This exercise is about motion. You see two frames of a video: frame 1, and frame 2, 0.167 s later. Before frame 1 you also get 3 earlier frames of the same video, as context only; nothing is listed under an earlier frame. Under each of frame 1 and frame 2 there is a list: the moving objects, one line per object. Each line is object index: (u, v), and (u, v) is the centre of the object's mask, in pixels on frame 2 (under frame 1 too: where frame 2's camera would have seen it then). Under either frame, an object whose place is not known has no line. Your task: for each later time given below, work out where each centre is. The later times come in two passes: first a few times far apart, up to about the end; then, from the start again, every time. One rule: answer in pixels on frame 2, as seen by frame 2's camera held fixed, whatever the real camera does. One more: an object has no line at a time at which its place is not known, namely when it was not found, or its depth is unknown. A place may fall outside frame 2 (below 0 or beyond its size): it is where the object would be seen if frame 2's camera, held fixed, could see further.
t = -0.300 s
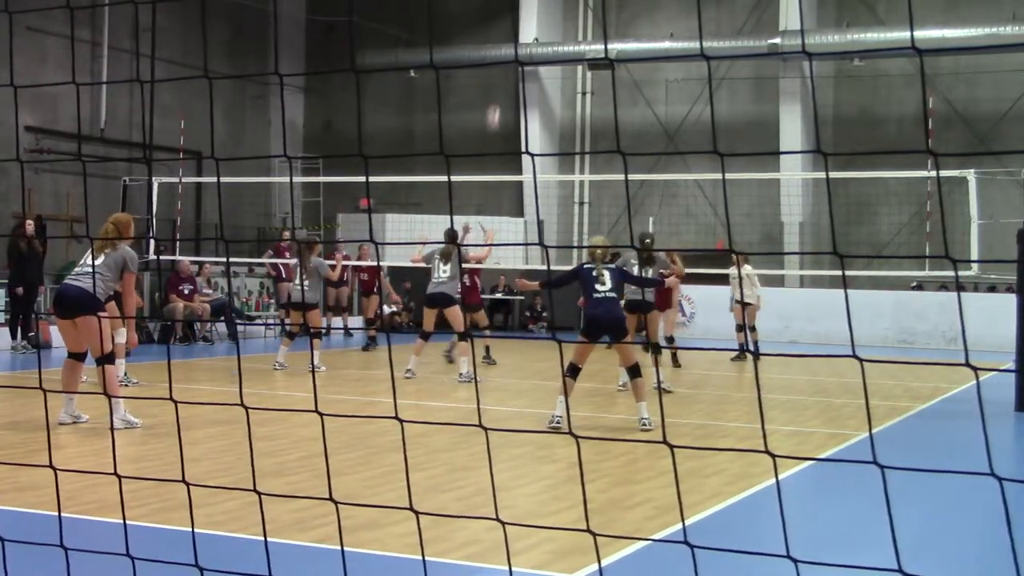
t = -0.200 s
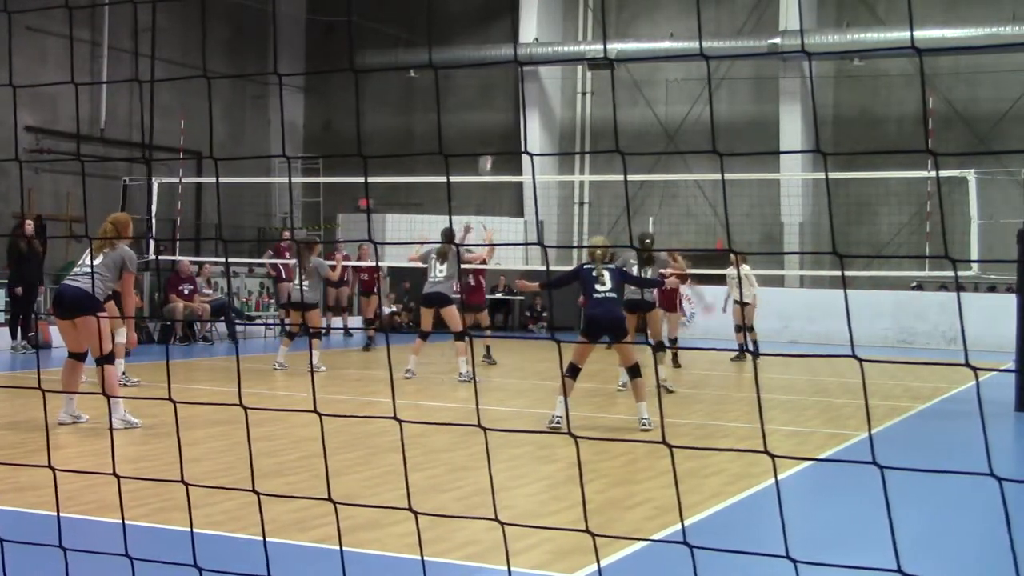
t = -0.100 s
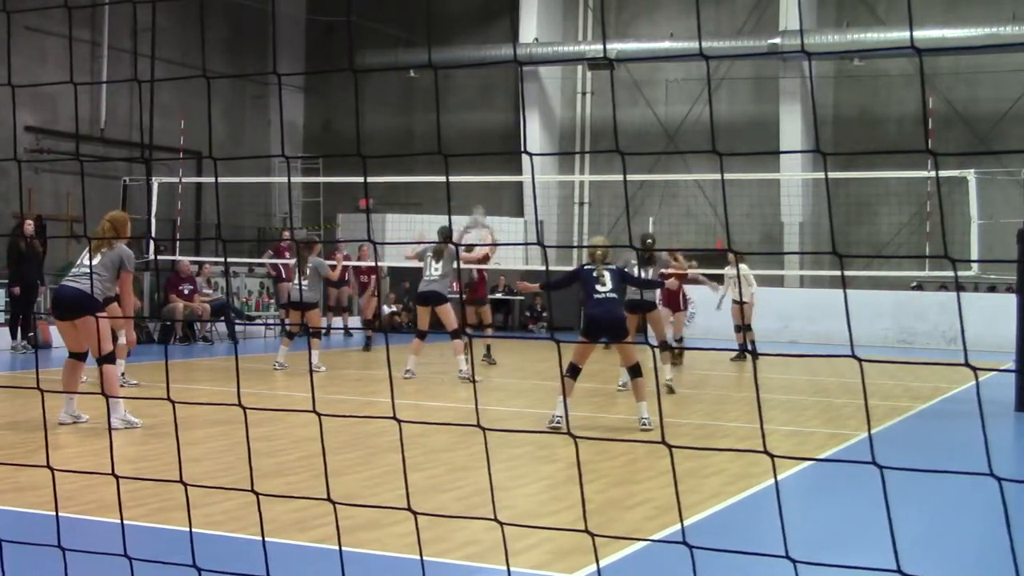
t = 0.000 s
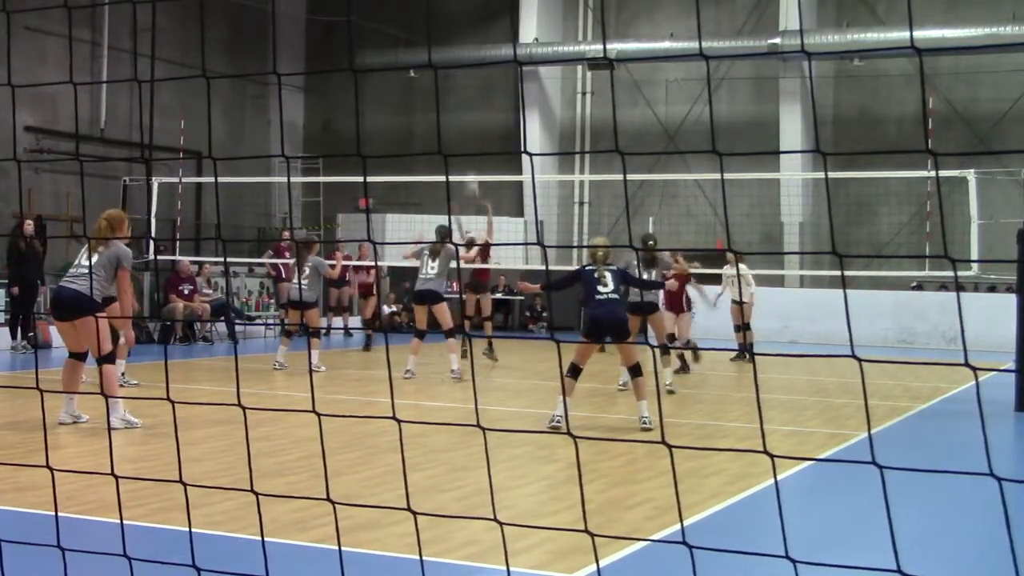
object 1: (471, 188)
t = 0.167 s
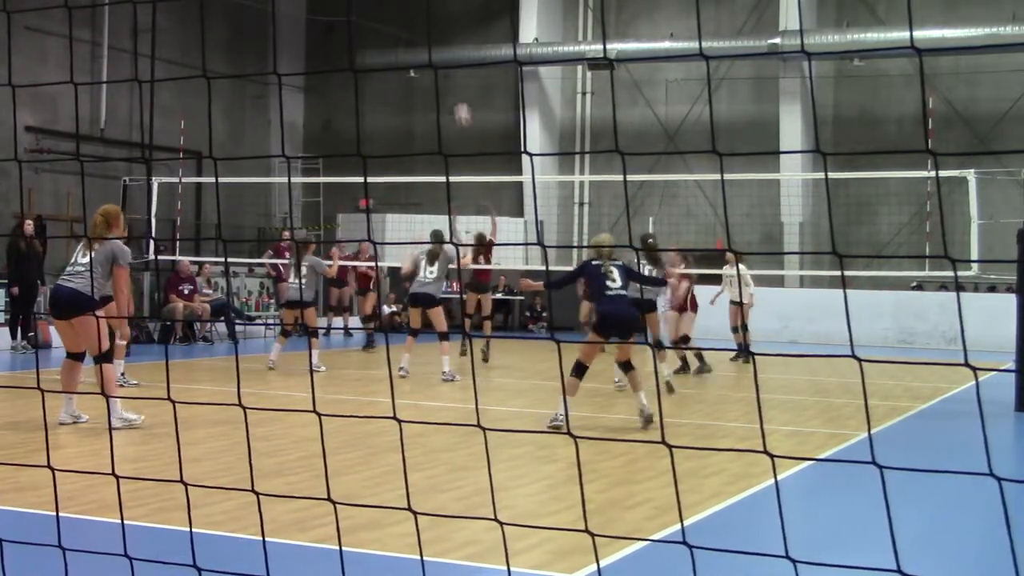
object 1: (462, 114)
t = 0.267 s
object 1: (457, 83)
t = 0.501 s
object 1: (443, 38)
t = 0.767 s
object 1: (425, 37)
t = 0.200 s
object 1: (460, 102)
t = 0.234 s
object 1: (458, 92)
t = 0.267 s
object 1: (457, 83)
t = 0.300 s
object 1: (454, 74)
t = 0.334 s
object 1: (452, 64)
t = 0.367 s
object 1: (450, 57)
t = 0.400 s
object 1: (448, 52)
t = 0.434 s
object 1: (446, 44)
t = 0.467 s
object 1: (444, 42)
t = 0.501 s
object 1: (443, 38)
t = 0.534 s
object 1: (440, 35)
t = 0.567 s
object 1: (433, 33)
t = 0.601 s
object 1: (432, 32)
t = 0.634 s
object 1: (434, 31)
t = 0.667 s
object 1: (432, 31)
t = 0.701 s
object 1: (430, 33)
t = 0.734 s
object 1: (428, 35)
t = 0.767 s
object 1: (425, 37)
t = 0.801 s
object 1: (423, 40)
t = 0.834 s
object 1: (421, 44)
